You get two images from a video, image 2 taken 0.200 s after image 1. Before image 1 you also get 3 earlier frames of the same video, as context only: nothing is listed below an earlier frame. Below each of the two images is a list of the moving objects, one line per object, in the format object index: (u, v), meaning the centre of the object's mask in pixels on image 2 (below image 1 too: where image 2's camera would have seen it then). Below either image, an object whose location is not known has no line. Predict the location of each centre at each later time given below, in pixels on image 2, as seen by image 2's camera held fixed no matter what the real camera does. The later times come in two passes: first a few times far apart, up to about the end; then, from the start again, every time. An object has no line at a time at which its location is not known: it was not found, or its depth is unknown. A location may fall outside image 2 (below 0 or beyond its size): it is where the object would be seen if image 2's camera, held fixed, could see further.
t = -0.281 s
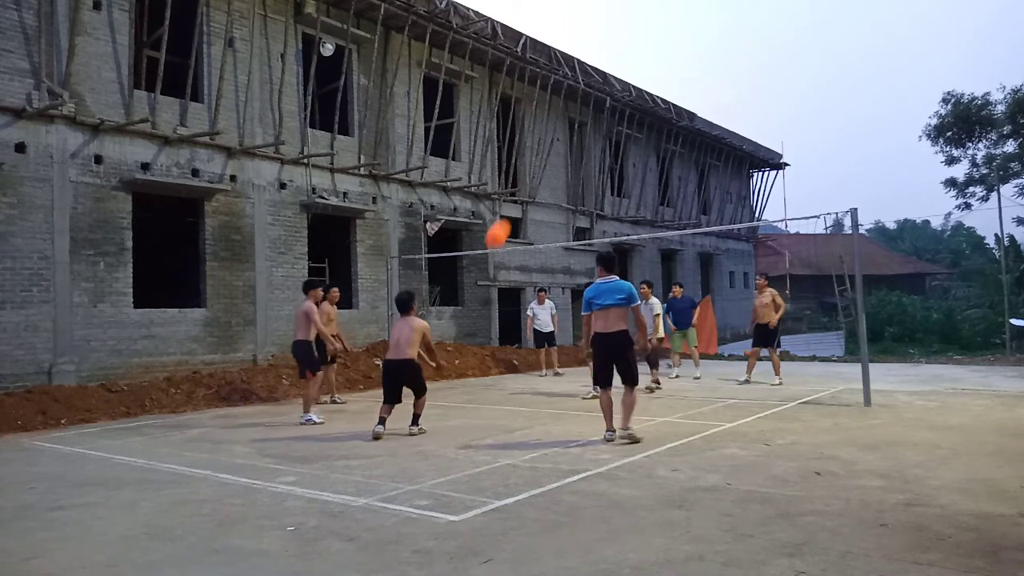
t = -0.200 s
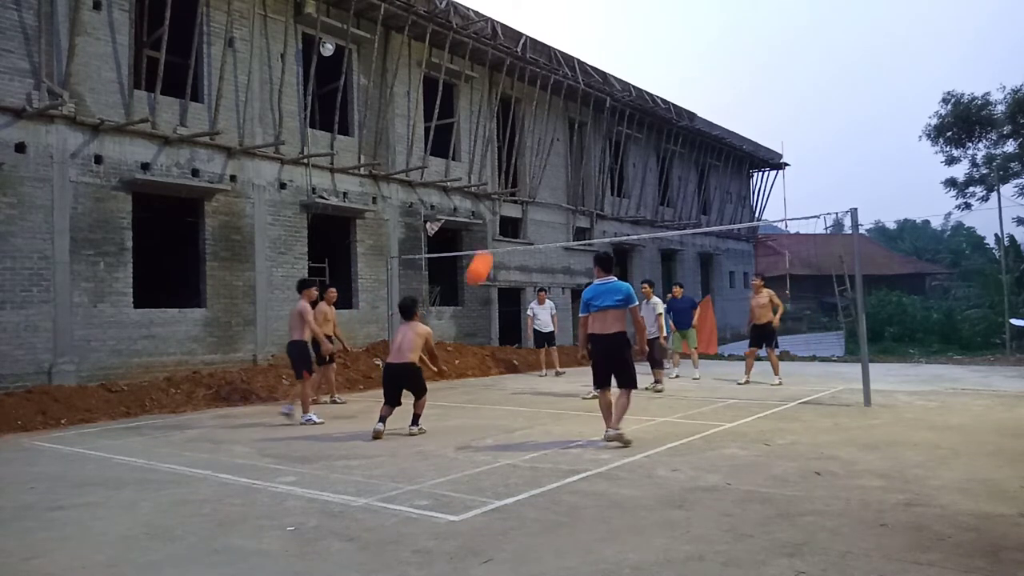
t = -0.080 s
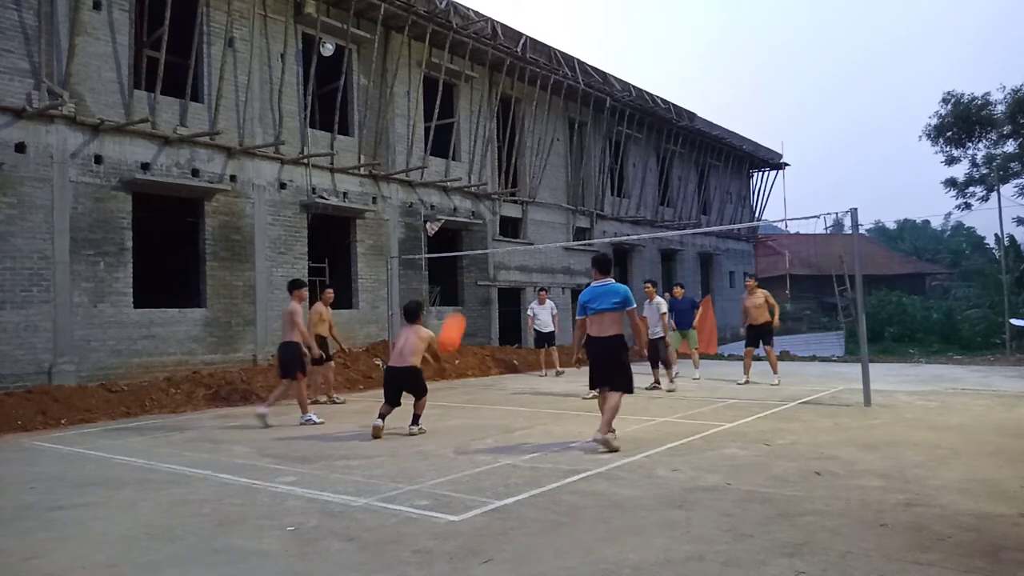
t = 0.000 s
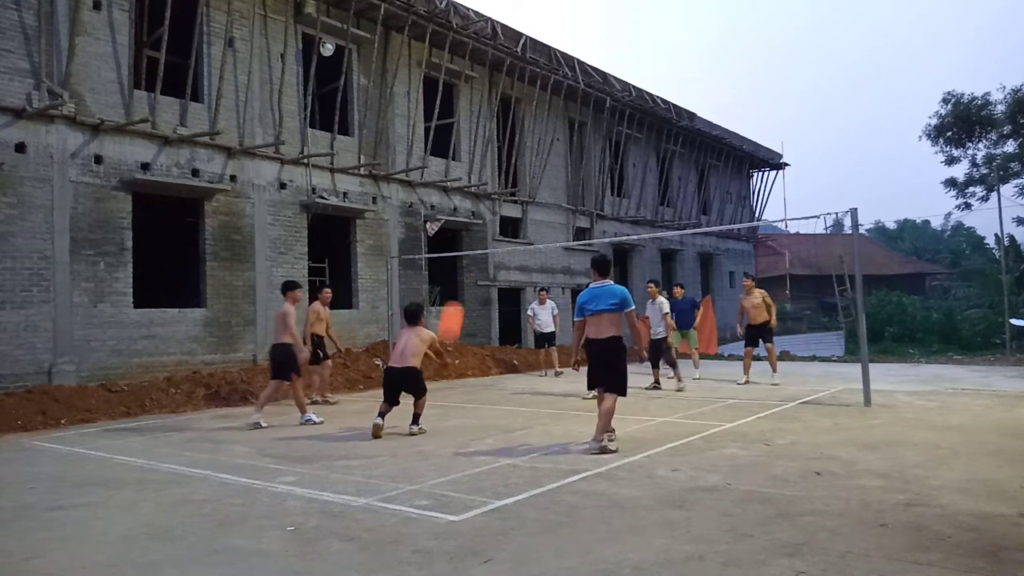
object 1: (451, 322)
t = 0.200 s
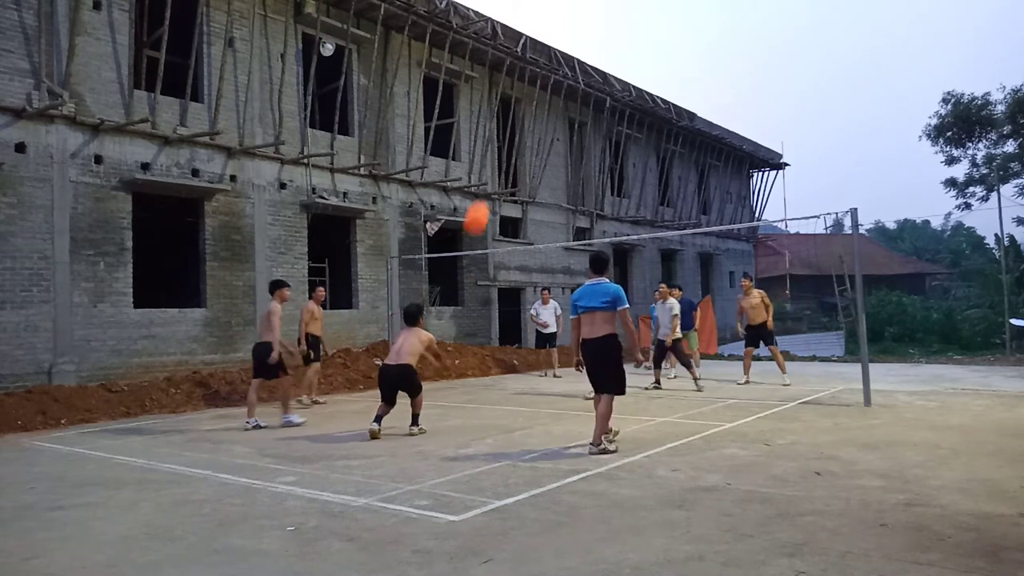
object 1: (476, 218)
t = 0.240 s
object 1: (481, 202)
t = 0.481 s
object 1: (509, 139)
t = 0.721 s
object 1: (535, 127)
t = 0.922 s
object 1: (557, 154)
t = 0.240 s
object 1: (481, 202)
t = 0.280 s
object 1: (486, 187)
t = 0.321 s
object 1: (491, 174)
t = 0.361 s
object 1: (496, 163)
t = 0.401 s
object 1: (500, 154)
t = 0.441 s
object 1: (504, 146)
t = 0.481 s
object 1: (509, 139)
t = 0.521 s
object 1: (513, 134)
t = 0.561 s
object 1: (518, 130)
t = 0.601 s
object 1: (522, 127)
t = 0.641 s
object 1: (526, 126)
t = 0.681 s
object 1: (530, 126)
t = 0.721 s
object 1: (535, 127)
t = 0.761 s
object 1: (539, 130)
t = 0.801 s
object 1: (544, 134)
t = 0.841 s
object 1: (548, 139)
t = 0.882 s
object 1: (552, 146)
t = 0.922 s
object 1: (557, 154)
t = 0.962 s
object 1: (561, 164)
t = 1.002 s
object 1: (566, 174)
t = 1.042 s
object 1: (570, 186)
